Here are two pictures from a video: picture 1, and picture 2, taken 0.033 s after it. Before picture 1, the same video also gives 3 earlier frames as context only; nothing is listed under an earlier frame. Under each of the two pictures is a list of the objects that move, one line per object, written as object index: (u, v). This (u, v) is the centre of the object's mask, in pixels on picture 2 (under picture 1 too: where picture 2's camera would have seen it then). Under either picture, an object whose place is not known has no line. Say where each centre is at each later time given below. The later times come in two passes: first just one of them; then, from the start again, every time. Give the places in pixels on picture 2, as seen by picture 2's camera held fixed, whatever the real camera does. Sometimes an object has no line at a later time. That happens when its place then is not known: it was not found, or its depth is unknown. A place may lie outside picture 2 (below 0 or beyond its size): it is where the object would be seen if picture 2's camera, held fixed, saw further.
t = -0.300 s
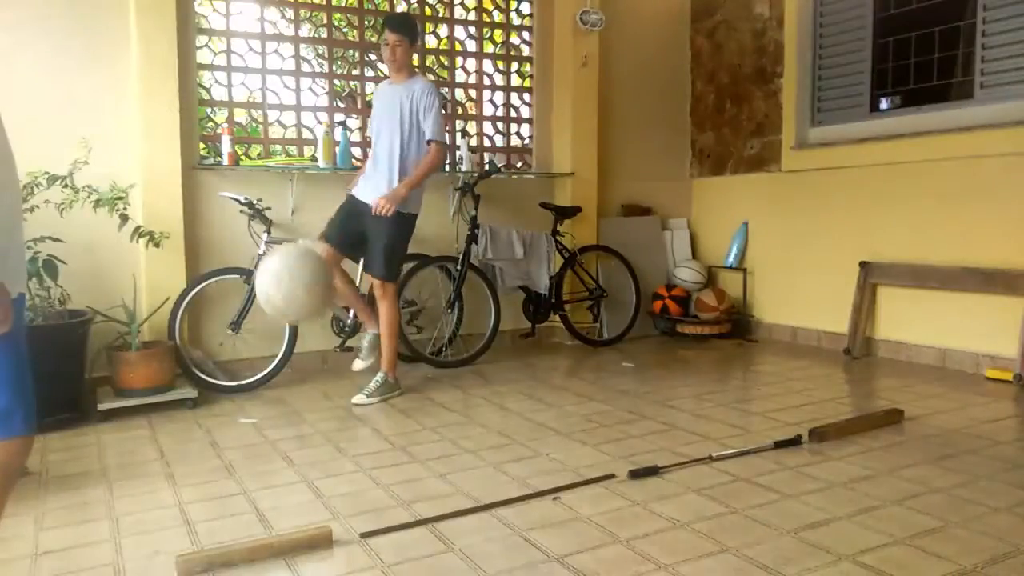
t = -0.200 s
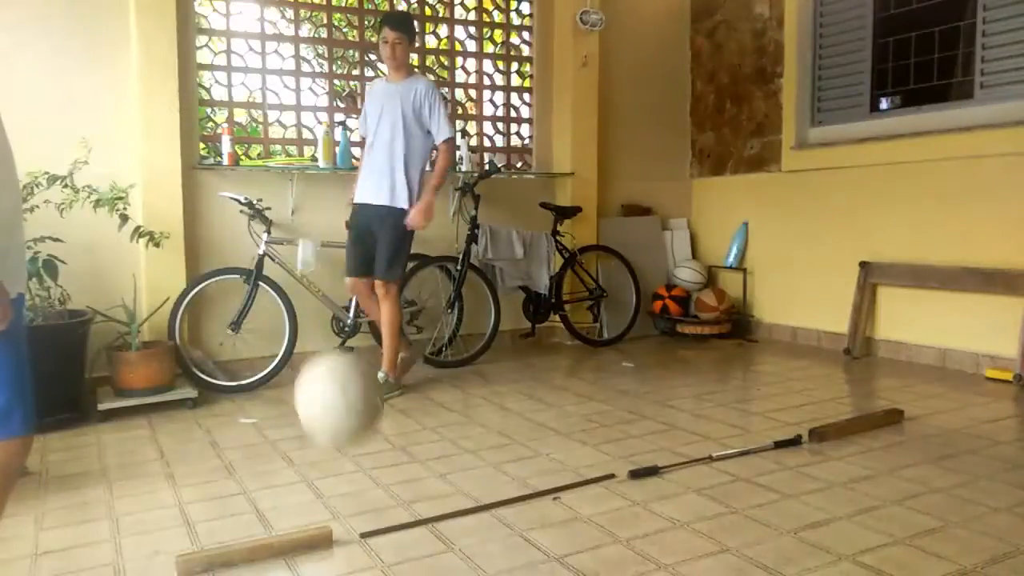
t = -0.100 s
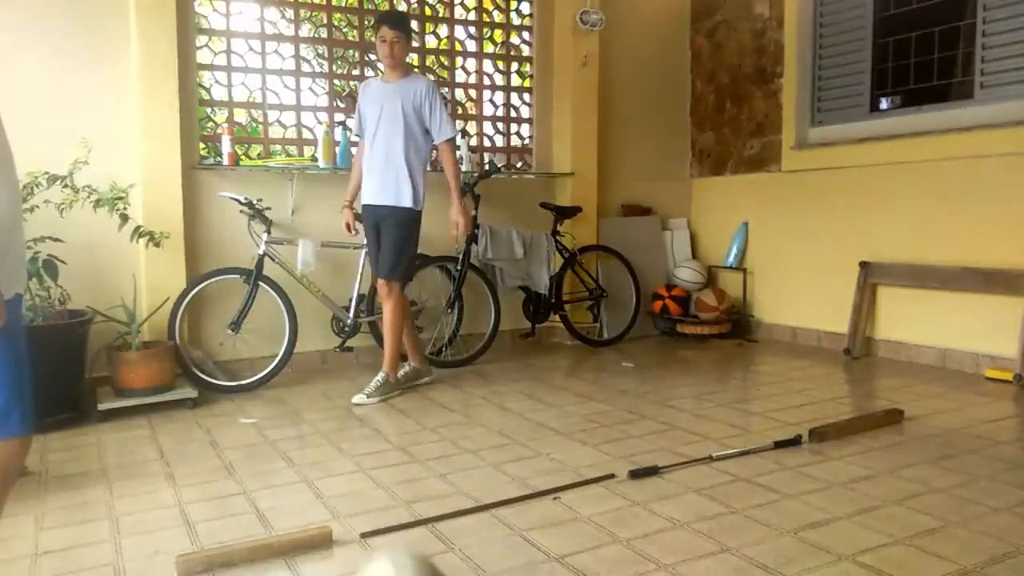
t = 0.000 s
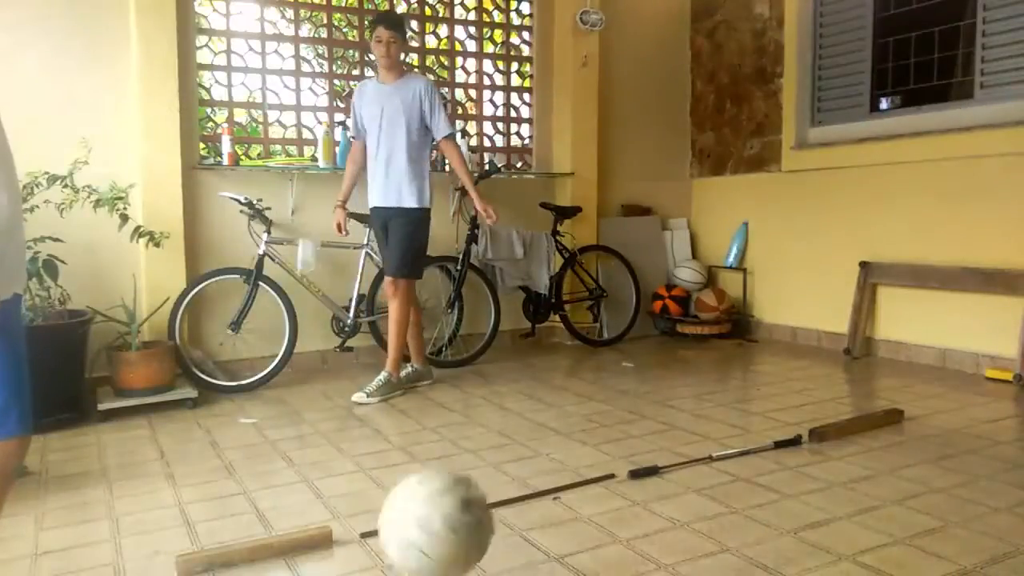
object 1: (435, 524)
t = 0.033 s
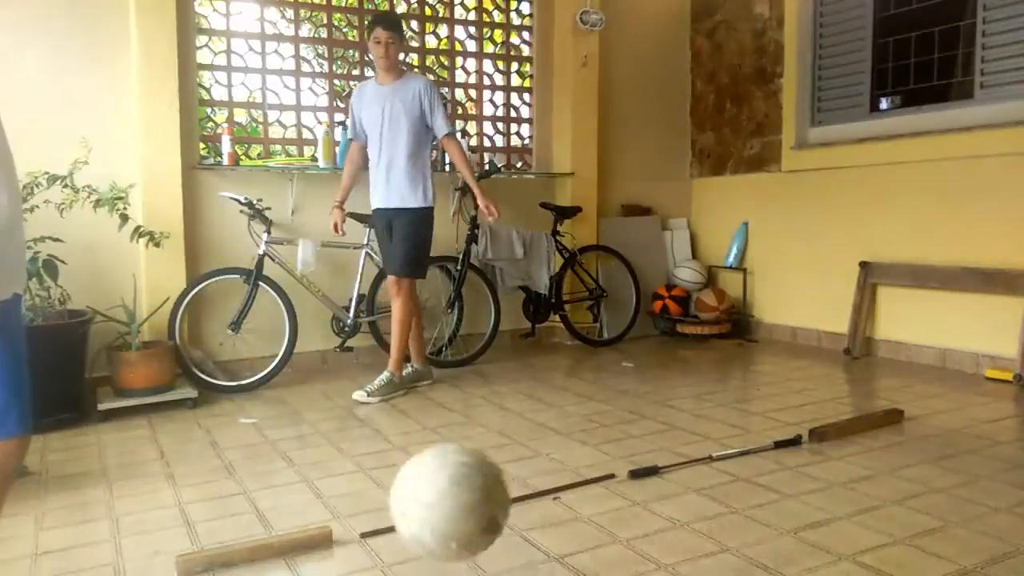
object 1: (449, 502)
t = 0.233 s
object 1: (572, 462)
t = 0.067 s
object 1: (464, 483)
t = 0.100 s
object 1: (481, 466)
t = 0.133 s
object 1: (499, 455)
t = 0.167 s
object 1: (521, 450)
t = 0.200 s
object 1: (545, 452)
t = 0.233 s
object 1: (572, 462)
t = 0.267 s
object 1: (602, 485)
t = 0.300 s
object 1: (637, 505)
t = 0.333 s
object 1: (673, 525)
